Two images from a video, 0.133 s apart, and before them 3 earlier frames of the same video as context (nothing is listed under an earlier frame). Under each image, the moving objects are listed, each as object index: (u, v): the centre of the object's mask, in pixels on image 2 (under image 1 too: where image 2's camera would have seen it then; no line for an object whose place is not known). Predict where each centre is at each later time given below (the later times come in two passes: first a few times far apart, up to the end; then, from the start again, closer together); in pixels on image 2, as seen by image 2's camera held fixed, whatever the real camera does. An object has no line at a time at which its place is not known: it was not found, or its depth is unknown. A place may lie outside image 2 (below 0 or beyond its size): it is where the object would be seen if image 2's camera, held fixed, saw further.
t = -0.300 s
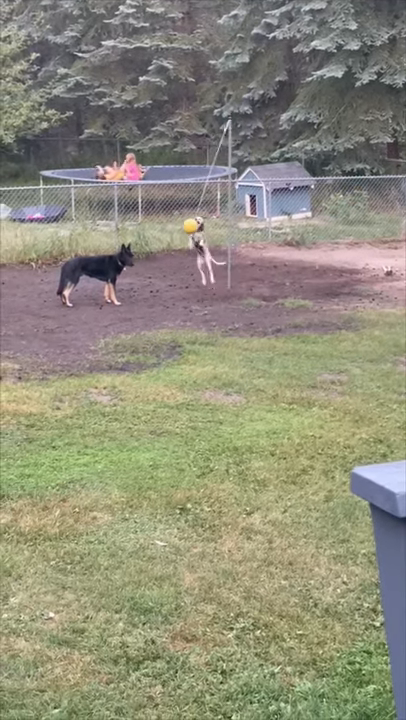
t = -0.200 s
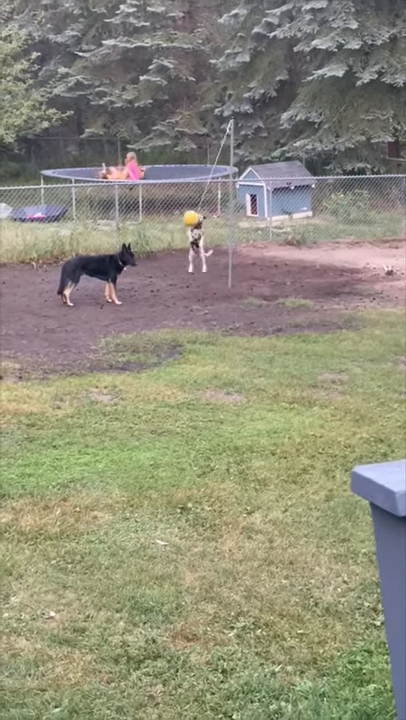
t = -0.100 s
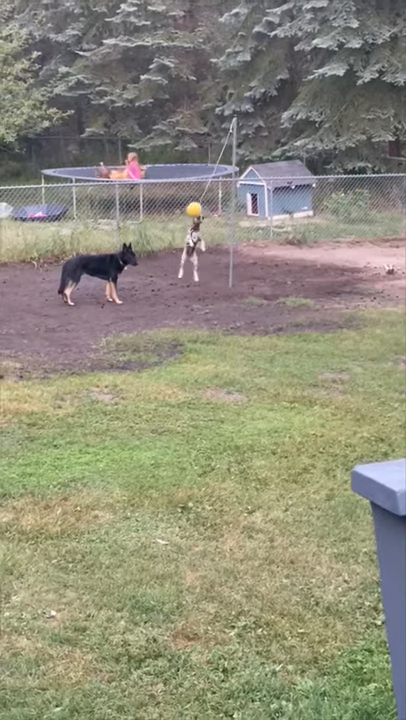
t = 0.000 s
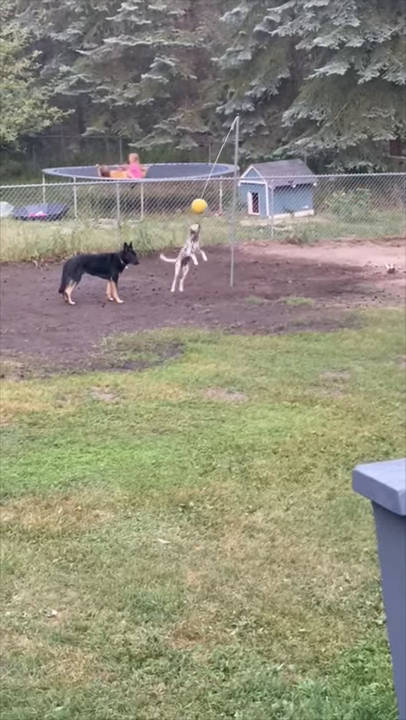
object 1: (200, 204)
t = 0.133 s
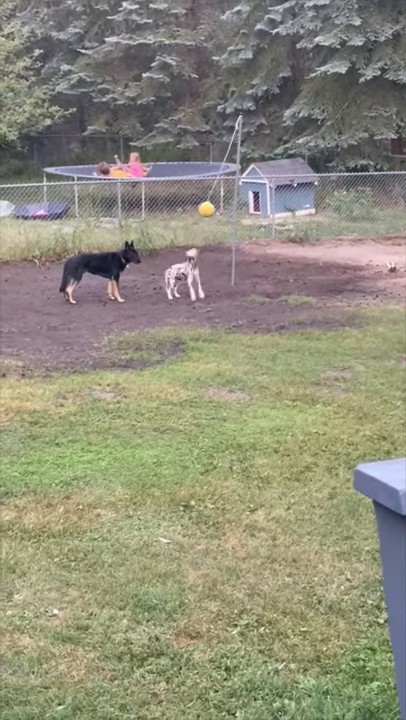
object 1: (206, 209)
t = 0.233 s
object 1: (212, 218)
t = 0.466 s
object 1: (231, 236)
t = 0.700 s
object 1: (252, 241)
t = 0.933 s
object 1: (266, 224)
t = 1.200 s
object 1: (271, 204)
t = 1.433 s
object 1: (272, 201)
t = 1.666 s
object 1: (269, 215)
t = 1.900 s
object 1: (262, 233)
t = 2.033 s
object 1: (258, 239)
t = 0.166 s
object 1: (208, 211)
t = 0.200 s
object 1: (209, 214)
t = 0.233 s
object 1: (212, 218)
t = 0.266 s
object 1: (214, 222)
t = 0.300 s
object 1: (216, 226)
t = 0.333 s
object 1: (219, 228)
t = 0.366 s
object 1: (222, 231)
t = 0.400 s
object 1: (225, 233)
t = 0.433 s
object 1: (228, 234)
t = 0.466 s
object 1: (231, 236)
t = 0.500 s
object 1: (234, 238)
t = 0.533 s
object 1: (237, 240)
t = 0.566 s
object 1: (241, 241)
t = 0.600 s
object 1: (244, 243)
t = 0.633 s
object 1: (247, 243)
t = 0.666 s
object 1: (250, 242)
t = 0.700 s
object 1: (252, 241)
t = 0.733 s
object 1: (255, 240)
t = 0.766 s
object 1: (258, 238)
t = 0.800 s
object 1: (259, 235)
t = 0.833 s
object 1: (261, 233)
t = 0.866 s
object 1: (264, 230)
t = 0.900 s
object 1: (265, 227)
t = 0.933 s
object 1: (266, 224)
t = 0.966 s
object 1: (268, 221)
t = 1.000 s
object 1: (268, 218)
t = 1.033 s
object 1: (269, 215)
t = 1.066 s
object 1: (270, 212)
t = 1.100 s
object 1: (270, 209)
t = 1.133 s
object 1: (271, 207)
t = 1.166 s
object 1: (271, 205)
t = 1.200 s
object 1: (271, 204)
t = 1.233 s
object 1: (271, 202)
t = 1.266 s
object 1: (272, 201)
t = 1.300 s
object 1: (272, 201)
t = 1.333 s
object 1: (272, 200)
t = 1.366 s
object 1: (272, 201)
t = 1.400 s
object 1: (272, 201)
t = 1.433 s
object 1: (272, 201)
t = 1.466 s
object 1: (272, 202)
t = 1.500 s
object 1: (272, 203)
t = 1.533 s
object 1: (271, 205)
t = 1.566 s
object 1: (271, 207)
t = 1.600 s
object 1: (270, 210)
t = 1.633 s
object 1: (270, 212)
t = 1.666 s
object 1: (269, 215)
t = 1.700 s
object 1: (268, 218)
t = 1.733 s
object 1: (267, 220)
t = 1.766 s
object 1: (266, 223)
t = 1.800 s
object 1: (265, 226)
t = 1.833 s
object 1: (264, 228)
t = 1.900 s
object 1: (262, 233)
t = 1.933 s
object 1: (261, 234)
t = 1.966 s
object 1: (260, 236)
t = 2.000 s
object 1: (259, 238)
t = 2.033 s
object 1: (258, 239)
